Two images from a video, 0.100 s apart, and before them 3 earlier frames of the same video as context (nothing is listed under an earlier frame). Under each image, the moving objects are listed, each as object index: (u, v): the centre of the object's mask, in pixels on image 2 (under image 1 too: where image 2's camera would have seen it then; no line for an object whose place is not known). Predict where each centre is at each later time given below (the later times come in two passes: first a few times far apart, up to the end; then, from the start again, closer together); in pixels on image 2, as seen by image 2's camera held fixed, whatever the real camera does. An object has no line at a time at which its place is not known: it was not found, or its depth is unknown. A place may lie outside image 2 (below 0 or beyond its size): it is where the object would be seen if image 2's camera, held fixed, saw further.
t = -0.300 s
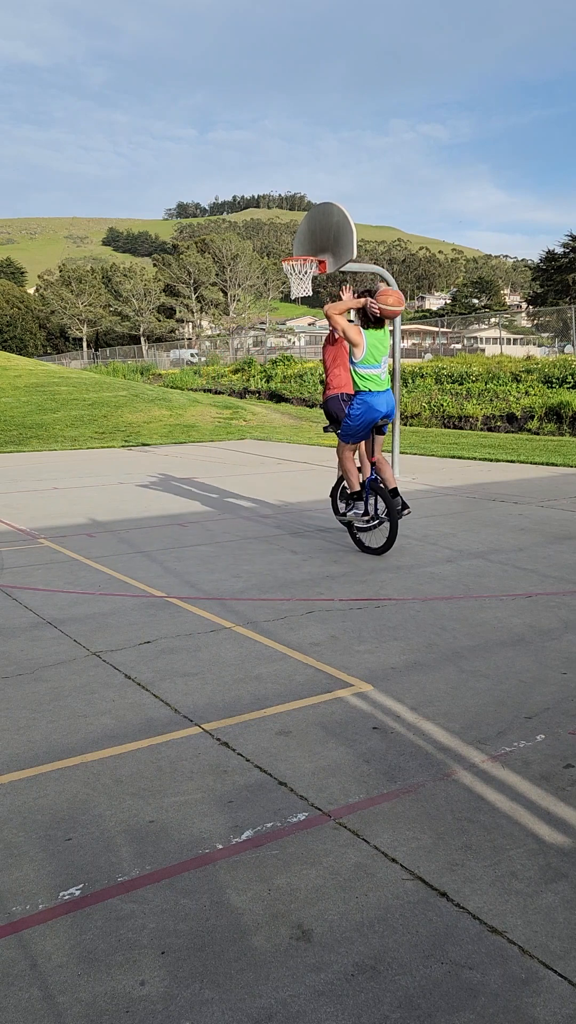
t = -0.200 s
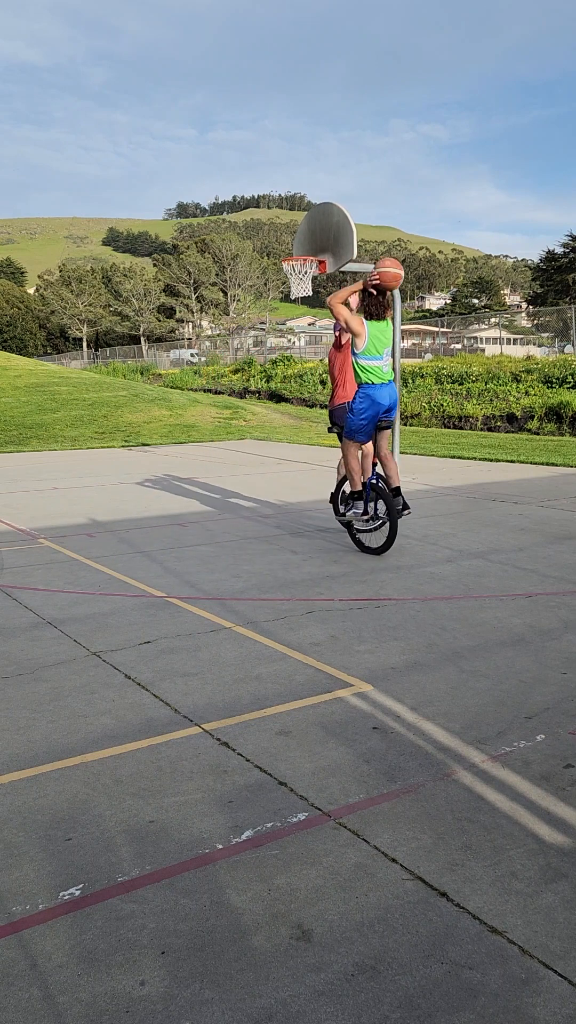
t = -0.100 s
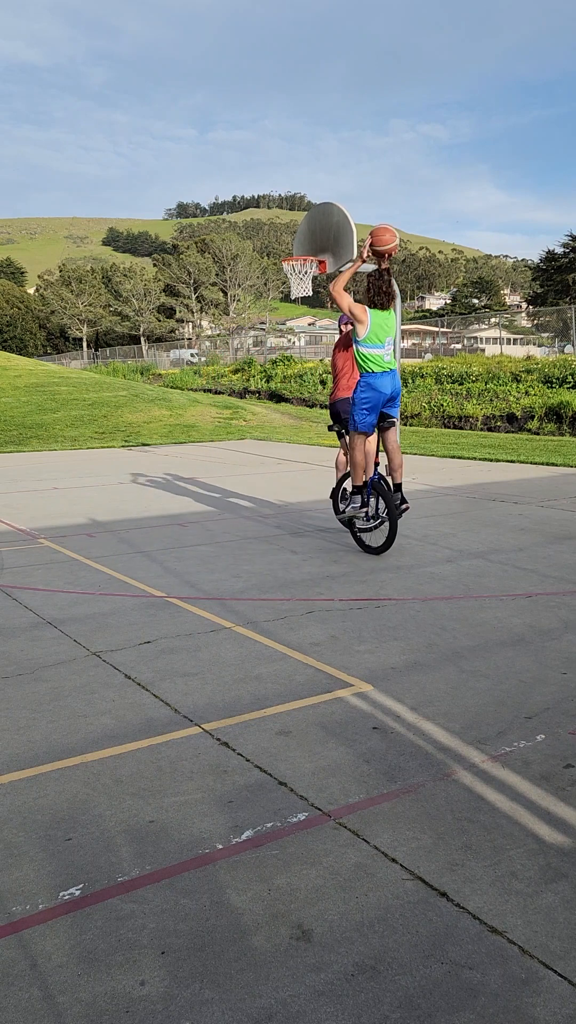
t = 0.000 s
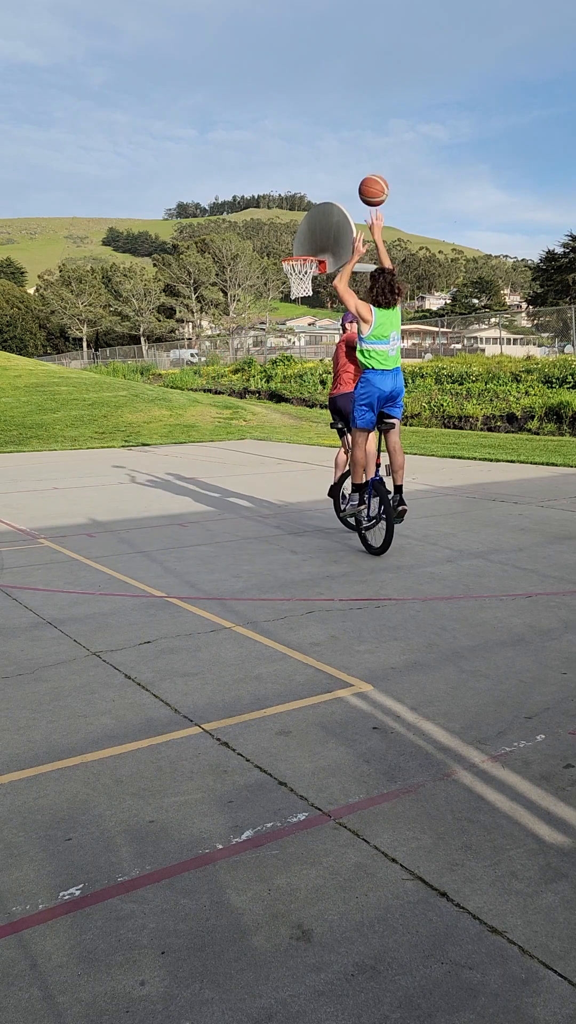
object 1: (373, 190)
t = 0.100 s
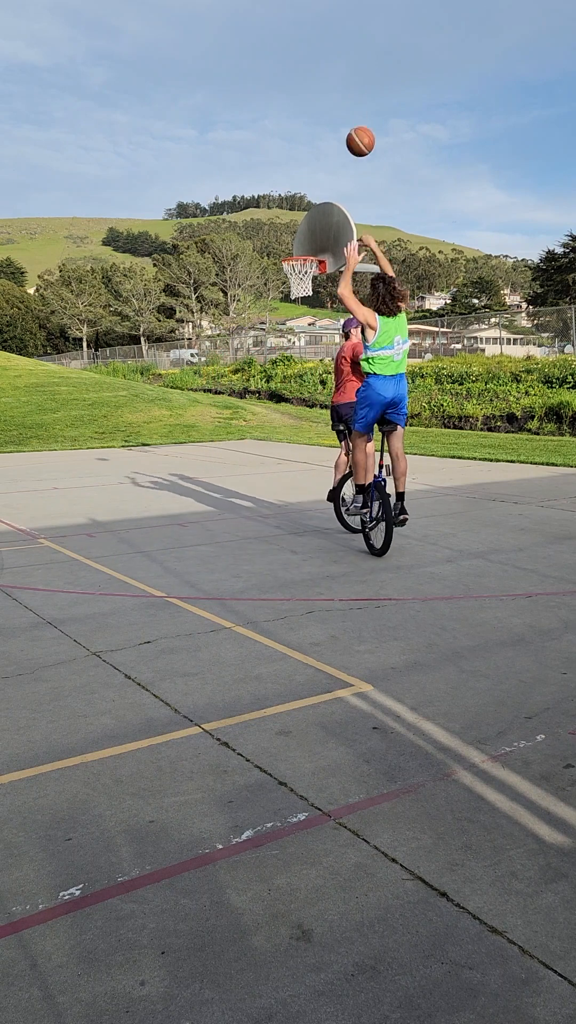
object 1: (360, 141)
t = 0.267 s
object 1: (342, 95)
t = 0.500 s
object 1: (322, 92)
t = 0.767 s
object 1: (306, 148)
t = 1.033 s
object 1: (294, 245)
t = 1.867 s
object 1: (333, 439)
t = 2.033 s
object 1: (341, 449)
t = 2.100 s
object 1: (343, 427)
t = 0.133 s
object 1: (356, 128)
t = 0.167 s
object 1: (353, 118)
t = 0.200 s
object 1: (349, 108)
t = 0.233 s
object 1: (345, 101)
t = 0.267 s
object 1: (342, 95)
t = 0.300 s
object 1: (339, 91)
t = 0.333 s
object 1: (335, 88)
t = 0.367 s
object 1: (333, 86)
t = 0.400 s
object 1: (330, 86)
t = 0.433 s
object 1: (327, 87)
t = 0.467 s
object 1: (324, 89)
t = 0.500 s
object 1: (322, 92)
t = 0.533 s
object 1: (320, 96)
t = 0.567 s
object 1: (317, 101)
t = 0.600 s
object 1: (315, 107)
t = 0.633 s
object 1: (313, 113)
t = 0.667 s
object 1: (311, 121)
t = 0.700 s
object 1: (309, 129)
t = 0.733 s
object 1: (308, 138)
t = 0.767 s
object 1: (306, 148)
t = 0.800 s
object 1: (304, 158)
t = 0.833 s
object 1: (303, 169)
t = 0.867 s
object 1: (301, 181)
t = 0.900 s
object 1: (299, 193)
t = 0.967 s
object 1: (297, 218)
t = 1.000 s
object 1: (295, 231)
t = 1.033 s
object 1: (294, 245)
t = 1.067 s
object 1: (293, 254)
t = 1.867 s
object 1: (333, 439)
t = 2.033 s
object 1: (341, 449)
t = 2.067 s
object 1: (342, 438)
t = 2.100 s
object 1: (343, 427)
